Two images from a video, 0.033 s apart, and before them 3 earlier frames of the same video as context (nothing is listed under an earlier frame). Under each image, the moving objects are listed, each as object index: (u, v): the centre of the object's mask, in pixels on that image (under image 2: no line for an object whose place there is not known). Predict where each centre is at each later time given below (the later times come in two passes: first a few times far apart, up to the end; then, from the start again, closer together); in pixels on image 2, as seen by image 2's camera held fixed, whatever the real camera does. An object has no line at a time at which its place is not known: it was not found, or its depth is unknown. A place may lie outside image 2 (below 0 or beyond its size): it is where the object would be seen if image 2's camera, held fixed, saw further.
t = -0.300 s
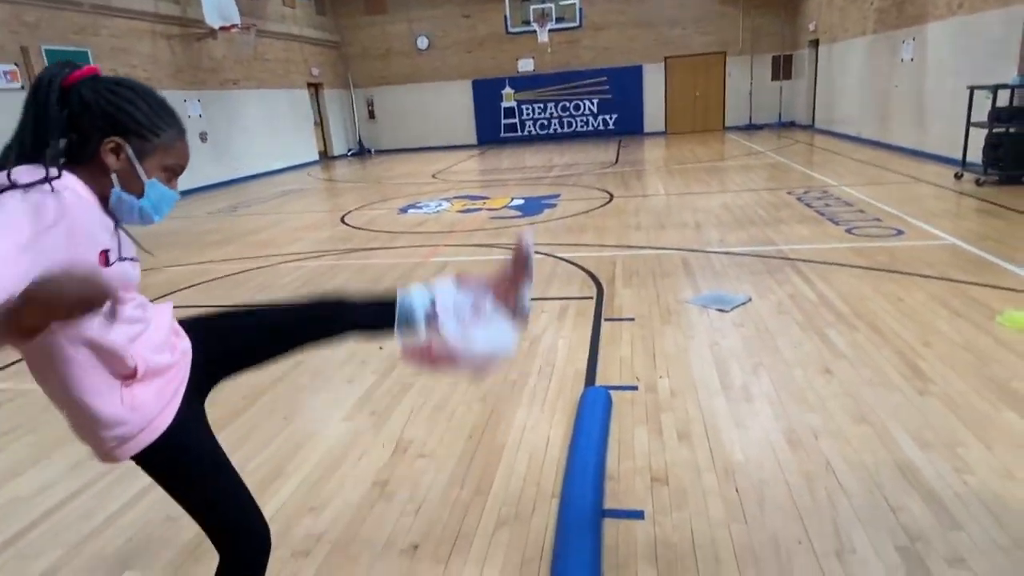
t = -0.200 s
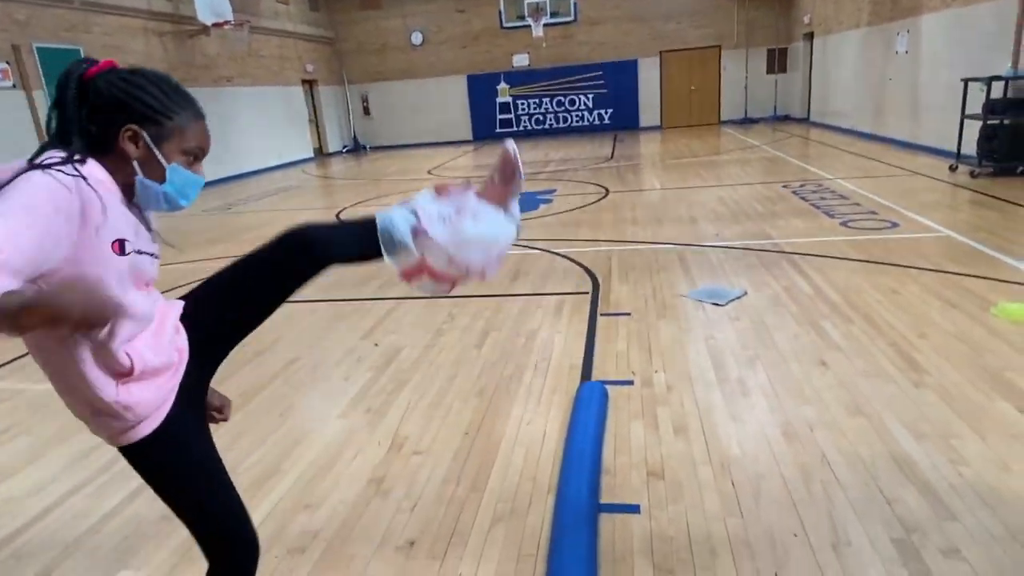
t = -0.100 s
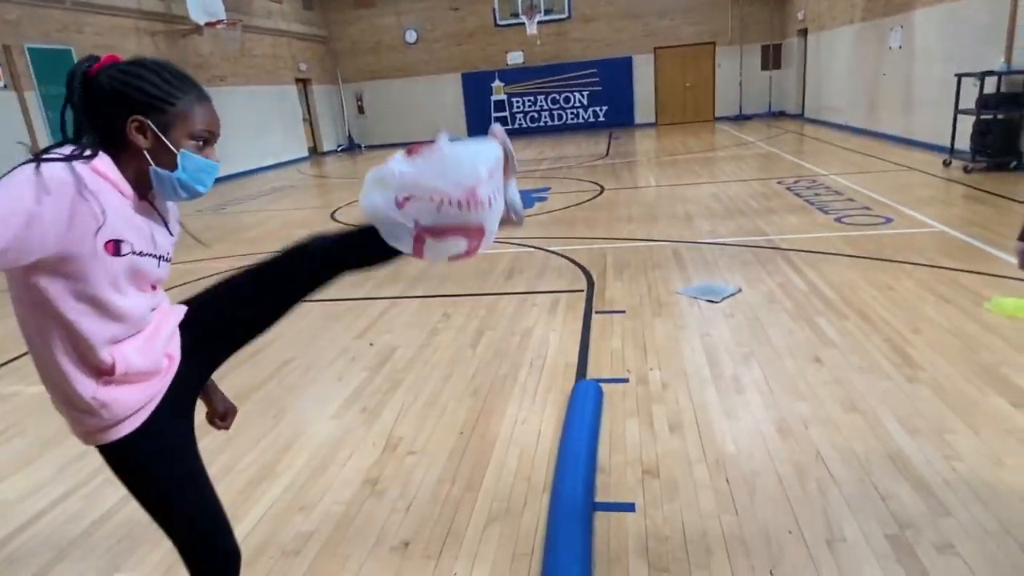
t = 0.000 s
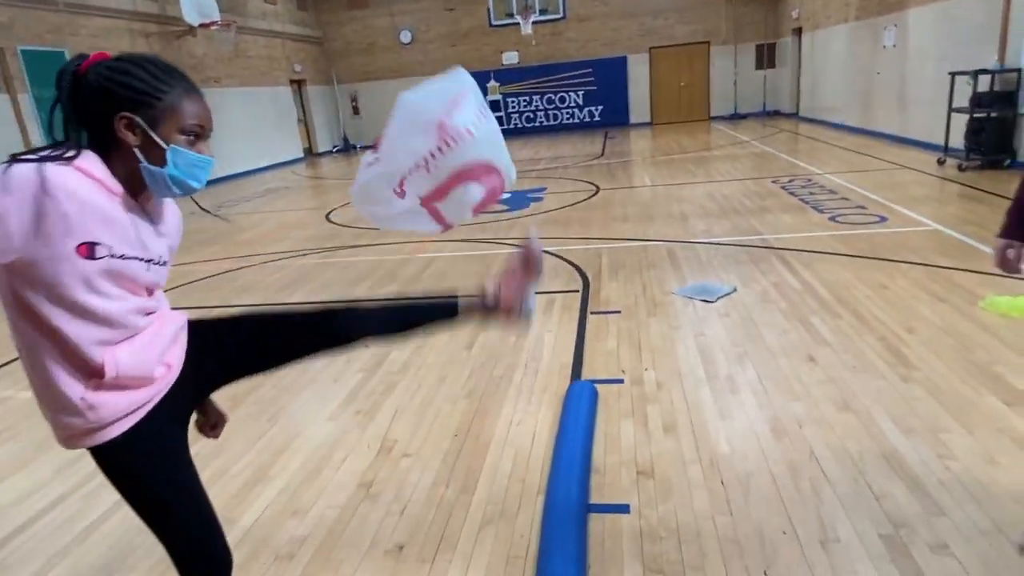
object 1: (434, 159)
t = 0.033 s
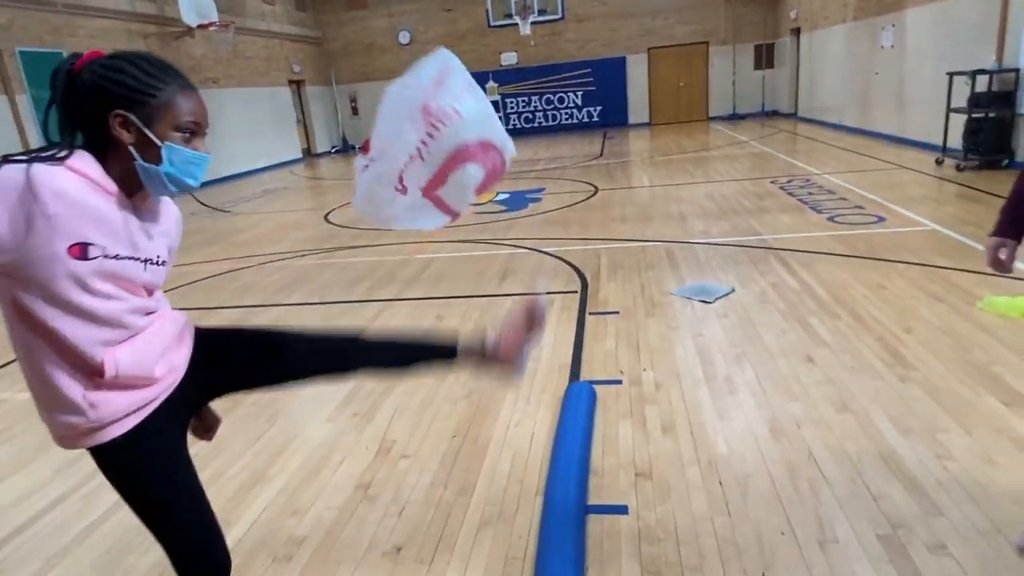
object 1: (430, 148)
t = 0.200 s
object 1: (413, 100)
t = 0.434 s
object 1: (416, 104)
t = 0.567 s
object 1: (444, 116)
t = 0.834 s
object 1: (461, 177)
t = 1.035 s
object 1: (449, 260)
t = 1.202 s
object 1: (429, 312)
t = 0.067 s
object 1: (428, 137)
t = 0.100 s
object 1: (425, 124)
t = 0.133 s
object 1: (421, 114)
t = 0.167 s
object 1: (416, 106)
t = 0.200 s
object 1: (413, 100)
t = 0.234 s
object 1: (410, 96)
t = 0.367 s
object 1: (408, 100)
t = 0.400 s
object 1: (411, 103)
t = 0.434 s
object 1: (416, 104)
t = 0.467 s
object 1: (423, 105)
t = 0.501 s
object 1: (429, 109)
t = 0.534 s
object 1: (437, 112)
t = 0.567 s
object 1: (444, 116)
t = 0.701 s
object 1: (460, 139)
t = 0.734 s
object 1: (462, 148)
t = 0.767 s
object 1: (462, 156)
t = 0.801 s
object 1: (461, 167)
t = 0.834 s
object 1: (461, 177)
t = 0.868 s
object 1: (460, 189)
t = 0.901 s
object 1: (458, 203)
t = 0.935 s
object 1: (456, 217)
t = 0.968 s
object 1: (454, 232)
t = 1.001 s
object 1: (452, 246)
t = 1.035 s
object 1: (449, 260)
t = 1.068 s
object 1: (445, 272)
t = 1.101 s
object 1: (442, 284)
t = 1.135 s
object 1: (438, 295)
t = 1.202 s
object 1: (429, 312)
